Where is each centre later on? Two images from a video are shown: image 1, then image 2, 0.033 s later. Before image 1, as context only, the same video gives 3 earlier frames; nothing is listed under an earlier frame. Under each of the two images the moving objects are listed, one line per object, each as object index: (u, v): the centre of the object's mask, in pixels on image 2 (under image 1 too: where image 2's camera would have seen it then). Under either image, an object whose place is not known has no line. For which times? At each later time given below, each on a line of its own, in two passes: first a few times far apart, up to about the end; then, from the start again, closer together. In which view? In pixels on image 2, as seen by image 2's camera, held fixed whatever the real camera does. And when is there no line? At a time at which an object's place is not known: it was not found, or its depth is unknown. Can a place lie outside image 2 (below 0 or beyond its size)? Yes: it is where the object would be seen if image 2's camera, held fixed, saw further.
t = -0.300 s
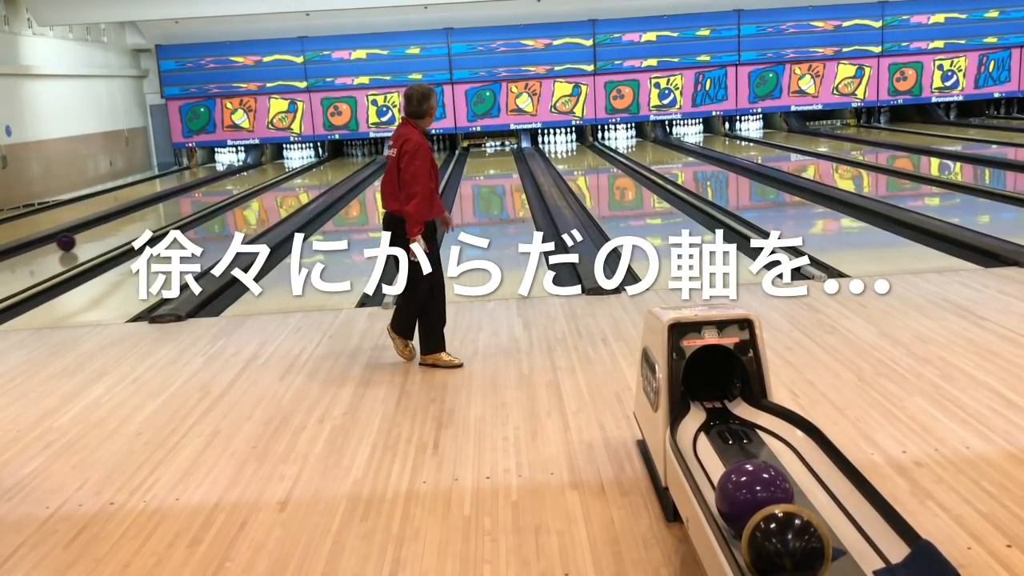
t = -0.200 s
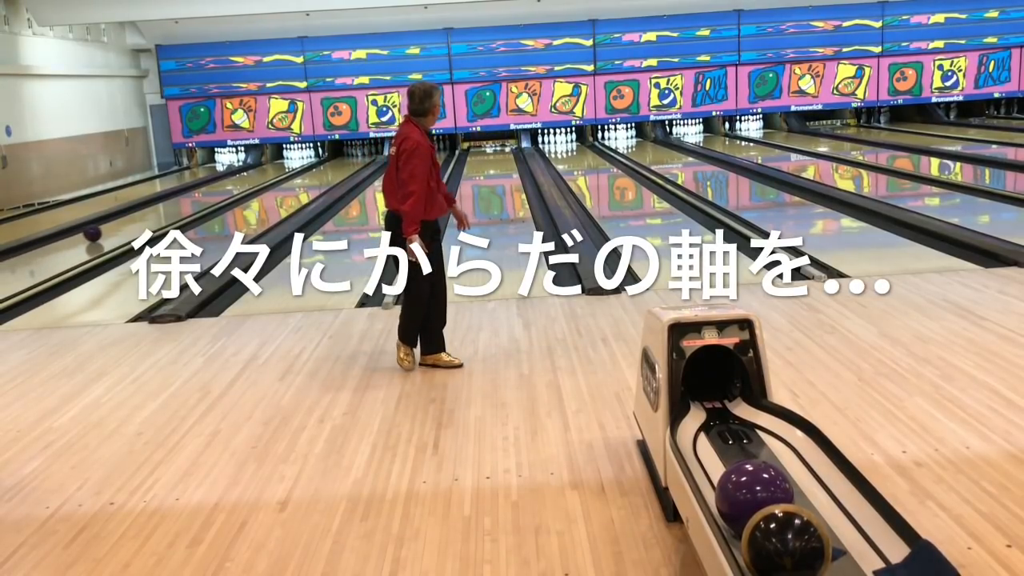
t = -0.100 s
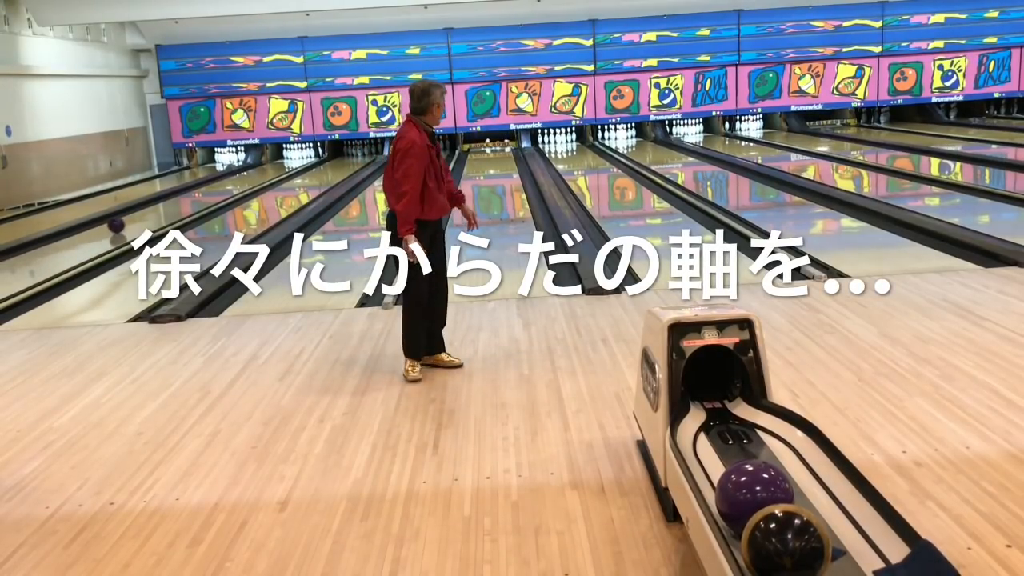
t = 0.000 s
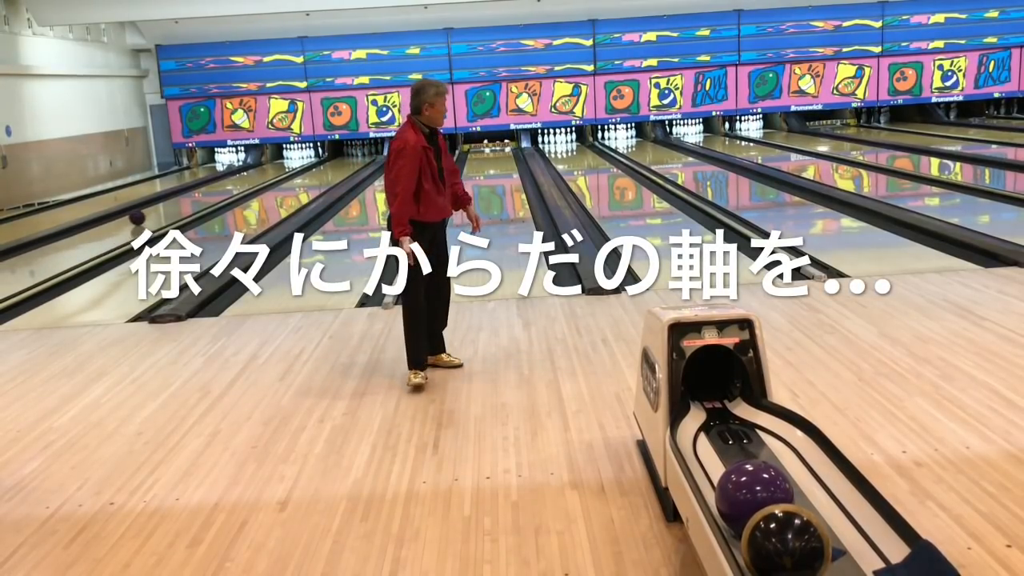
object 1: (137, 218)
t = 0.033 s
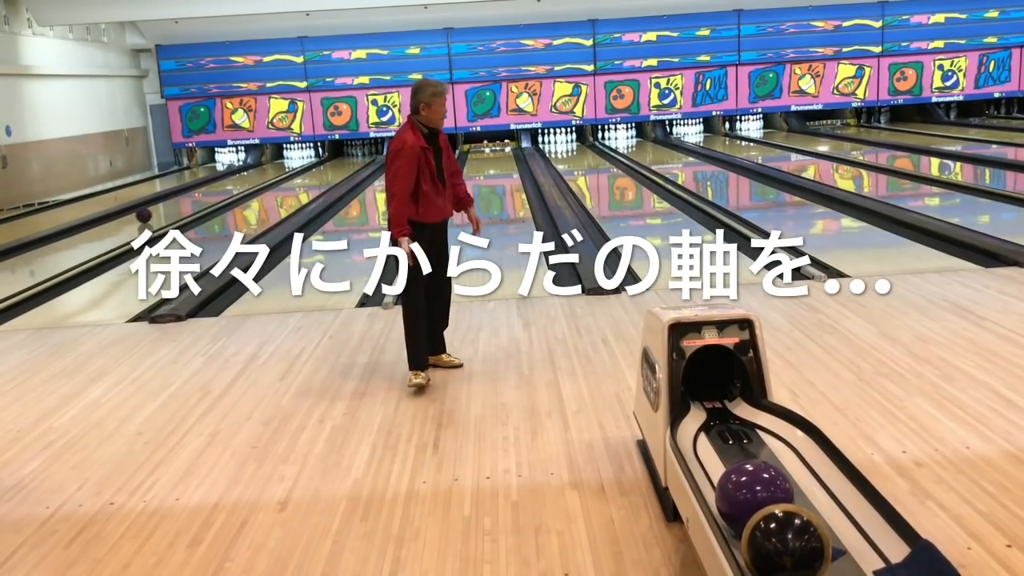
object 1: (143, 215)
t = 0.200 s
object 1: (173, 205)
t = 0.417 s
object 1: (205, 194)
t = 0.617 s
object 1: (229, 185)
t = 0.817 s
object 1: (250, 177)
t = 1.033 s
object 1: (267, 171)
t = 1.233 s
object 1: (279, 165)
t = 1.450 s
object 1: (288, 161)
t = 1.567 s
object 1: (292, 159)
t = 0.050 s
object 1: (147, 214)
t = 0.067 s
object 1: (150, 213)
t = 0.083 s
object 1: (153, 212)
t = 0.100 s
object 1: (156, 211)
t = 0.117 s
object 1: (159, 210)
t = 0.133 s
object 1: (162, 209)
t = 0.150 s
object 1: (165, 208)
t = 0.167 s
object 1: (167, 207)
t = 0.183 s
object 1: (170, 206)
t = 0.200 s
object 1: (173, 205)
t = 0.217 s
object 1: (175, 204)
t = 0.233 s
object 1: (178, 203)
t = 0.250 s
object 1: (181, 202)
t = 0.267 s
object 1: (183, 201)
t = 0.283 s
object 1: (186, 200)
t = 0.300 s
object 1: (188, 199)
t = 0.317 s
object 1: (191, 198)
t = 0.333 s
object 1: (193, 198)
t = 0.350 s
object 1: (195, 197)
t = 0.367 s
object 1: (198, 196)
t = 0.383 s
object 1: (200, 195)
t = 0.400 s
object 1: (203, 194)
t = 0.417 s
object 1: (205, 194)
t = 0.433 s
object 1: (207, 193)
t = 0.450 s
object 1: (209, 192)
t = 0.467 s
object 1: (211, 191)
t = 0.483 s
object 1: (213, 190)
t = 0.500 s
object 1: (215, 190)
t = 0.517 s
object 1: (217, 189)
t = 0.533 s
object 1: (219, 188)
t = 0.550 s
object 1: (221, 187)
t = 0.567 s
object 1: (223, 187)
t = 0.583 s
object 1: (225, 186)
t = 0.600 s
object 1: (227, 185)
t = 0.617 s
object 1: (229, 185)
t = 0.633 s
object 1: (231, 184)
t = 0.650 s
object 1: (233, 183)
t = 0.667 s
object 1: (234, 183)
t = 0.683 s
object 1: (236, 182)
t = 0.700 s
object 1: (238, 181)
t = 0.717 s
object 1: (240, 181)
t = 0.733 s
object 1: (241, 180)
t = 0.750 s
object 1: (243, 180)
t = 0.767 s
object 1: (244, 179)
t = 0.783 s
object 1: (246, 178)
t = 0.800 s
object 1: (248, 178)
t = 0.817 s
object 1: (250, 177)
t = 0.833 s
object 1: (251, 176)
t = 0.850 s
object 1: (252, 176)
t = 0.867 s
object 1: (253, 175)
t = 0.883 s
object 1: (255, 175)
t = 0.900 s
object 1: (257, 174)
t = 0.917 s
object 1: (258, 174)
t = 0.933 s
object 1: (259, 173)
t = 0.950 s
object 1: (261, 173)
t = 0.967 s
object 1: (262, 173)
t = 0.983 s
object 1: (263, 172)
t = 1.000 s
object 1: (264, 172)
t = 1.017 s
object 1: (266, 171)
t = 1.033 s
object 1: (267, 171)
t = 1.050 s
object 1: (268, 170)
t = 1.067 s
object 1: (269, 170)
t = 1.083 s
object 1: (270, 169)
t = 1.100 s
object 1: (271, 169)
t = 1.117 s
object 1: (272, 169)
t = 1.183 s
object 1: (277, 167)
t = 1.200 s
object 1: (277, 166)
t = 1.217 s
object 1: (278, 166)
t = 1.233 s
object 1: (279, 165)
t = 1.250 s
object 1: (279, 165)
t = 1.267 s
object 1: (280, 165)
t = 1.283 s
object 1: (281, 164)
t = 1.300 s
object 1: (282, 164)
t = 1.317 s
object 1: (283, 164)
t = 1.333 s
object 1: (283, 164)
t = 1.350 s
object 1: (284, 163)
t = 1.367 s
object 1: (284, 163)
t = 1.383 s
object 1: (285, 163)
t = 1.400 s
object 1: (286, 163)
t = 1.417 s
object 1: (287, 162)
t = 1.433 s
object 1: (288, 162)
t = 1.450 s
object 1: (288, 161)
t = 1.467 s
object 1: (289, 161)
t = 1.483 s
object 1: (289, 161)
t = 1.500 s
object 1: (290, 160)
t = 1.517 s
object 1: (291, 160)
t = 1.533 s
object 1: (291, 160)
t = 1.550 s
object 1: (291, 159)
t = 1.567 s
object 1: (292, 159)
